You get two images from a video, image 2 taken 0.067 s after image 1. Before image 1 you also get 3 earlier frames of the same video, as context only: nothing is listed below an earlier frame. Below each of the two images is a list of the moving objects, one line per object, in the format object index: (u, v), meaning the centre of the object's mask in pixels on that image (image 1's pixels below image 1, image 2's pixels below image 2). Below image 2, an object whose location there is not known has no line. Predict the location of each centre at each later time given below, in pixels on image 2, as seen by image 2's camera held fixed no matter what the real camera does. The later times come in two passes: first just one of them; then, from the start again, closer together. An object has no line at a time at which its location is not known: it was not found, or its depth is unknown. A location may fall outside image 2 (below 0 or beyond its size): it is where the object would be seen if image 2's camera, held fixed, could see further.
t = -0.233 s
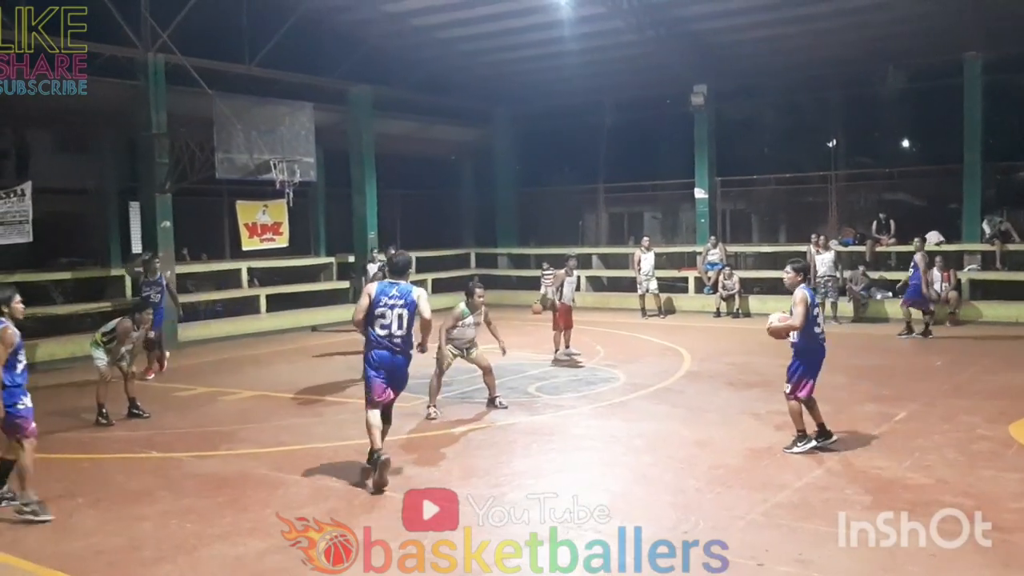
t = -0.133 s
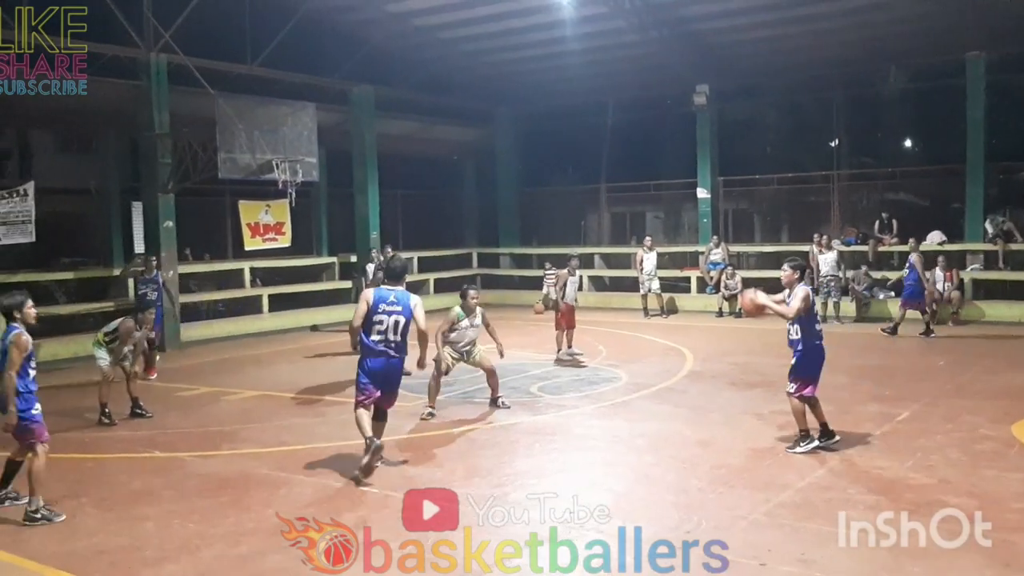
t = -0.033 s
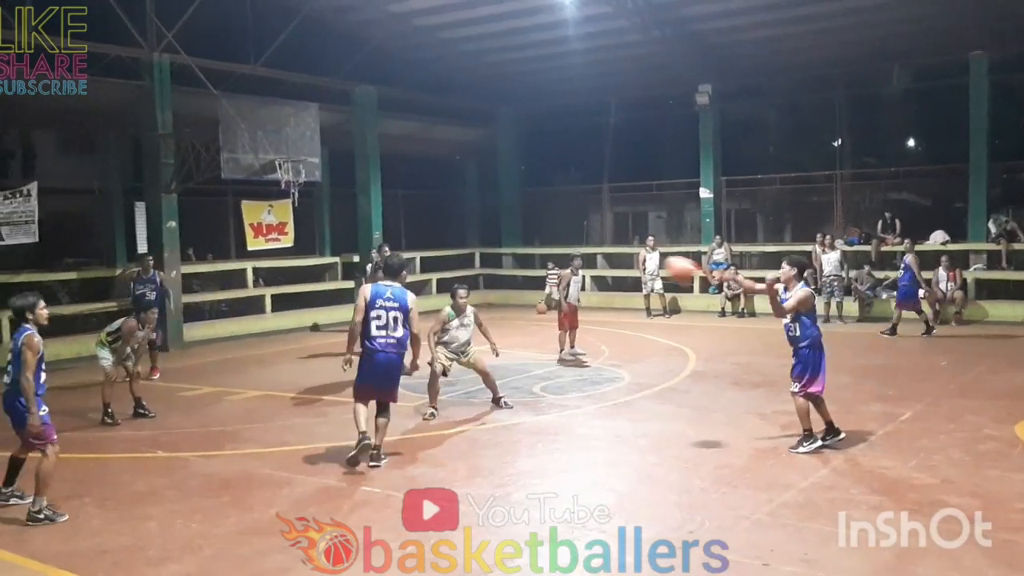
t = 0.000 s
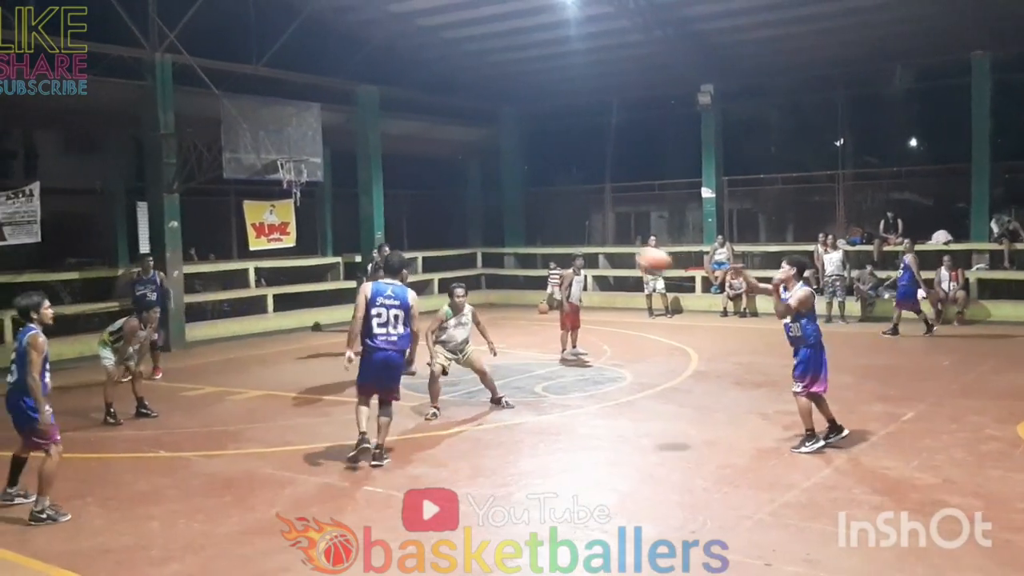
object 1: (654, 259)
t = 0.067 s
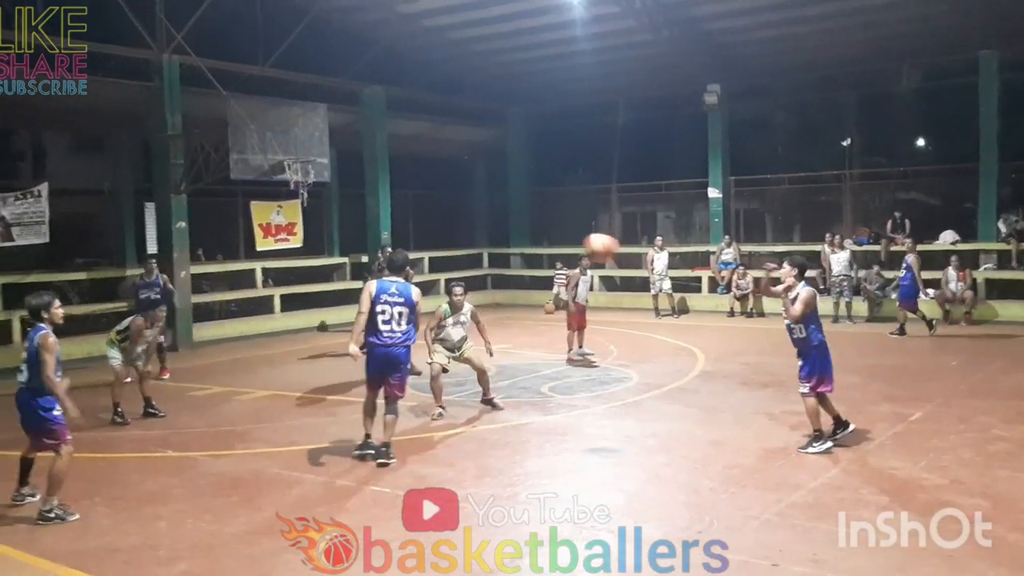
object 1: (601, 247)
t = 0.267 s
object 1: (414, 236)
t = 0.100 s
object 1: (571, 241)
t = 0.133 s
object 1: (540, 238)
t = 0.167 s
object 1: (510, 236)
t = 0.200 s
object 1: (478, 234)
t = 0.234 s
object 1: (447, 234)
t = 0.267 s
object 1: (414, 236)
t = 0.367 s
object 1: (318, 246)
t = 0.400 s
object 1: (284, 254)
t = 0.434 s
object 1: (248, 262)
